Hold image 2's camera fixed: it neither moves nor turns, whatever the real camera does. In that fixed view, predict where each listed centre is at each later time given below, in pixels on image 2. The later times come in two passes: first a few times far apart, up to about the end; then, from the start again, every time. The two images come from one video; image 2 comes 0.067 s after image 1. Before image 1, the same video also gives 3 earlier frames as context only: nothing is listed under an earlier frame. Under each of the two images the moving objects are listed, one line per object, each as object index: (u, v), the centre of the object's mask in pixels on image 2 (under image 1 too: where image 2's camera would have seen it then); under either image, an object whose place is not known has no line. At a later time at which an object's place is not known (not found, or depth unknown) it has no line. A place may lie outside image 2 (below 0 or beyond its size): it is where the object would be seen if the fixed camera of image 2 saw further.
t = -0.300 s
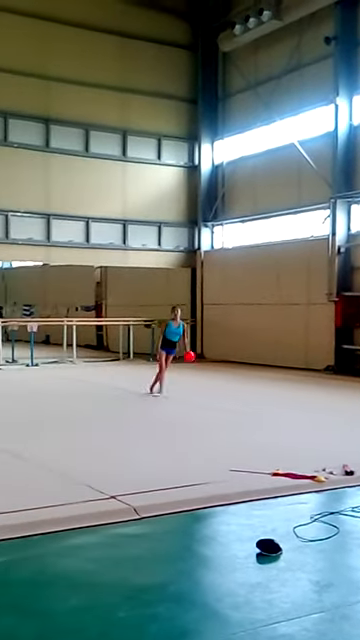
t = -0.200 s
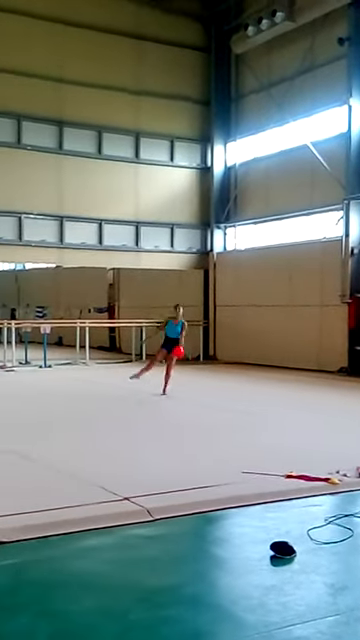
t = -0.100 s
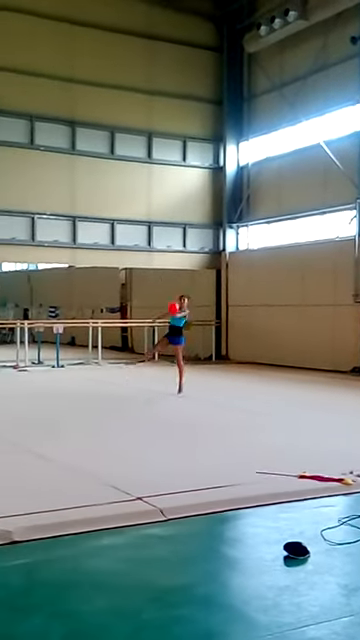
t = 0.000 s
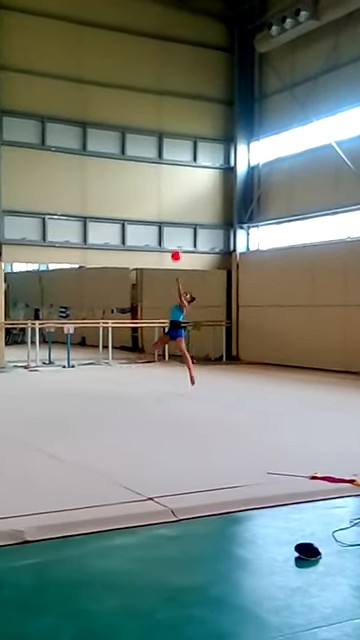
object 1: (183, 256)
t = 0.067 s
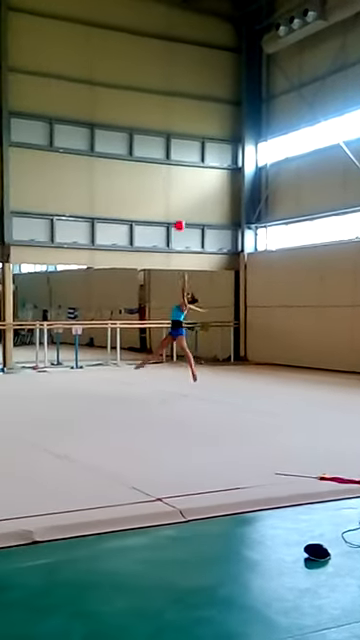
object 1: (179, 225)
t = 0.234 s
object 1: (167, 160)
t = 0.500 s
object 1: (151, 93)
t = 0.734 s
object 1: (137, 68)
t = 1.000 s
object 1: (121, 78)
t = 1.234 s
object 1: (107, 116)
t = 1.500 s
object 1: (93, 192)
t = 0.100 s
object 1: (176, 211)
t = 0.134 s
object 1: (174, 197)
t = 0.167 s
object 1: (171, 184)
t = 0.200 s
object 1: (169, 172)
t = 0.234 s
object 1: (167, 160)
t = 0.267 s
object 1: (165, 149)
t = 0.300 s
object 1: (164, 139)
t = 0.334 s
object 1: (162, 130)
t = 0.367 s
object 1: (159, 121)
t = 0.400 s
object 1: (157, 112)
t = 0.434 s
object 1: (155, 105)
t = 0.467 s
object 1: (153, 99)
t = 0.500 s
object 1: (151, 93)
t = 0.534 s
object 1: (149, 88)
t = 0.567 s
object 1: (147, 83)
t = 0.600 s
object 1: (145, 78)
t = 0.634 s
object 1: (143, 75)
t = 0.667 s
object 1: (141, 72)
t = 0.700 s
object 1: (139, 70)
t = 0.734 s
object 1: (137, 68)
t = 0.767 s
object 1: (135, 67)
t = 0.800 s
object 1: (132, 67)
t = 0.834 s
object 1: (131, 67)
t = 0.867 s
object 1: (128, 68)
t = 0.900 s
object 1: (127, 70)
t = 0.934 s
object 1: (125, 71)
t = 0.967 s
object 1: (123, 74)
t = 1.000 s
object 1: (121, 78)
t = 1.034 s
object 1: (119, 82)
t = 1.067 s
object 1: (117, 86)
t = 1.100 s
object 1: (114, 90)
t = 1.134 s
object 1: (113, 96)
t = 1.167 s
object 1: (111, 103)
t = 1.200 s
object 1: (109, 109)
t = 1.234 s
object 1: (107, 116)
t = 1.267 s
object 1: (106, 124)
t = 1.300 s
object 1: (104, 132)
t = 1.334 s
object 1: (101, 141)
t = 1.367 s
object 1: (100, 150)
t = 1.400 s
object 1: (98, 160)
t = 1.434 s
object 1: (96, 170)
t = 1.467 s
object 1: (95, 180)
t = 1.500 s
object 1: (93, 192)
